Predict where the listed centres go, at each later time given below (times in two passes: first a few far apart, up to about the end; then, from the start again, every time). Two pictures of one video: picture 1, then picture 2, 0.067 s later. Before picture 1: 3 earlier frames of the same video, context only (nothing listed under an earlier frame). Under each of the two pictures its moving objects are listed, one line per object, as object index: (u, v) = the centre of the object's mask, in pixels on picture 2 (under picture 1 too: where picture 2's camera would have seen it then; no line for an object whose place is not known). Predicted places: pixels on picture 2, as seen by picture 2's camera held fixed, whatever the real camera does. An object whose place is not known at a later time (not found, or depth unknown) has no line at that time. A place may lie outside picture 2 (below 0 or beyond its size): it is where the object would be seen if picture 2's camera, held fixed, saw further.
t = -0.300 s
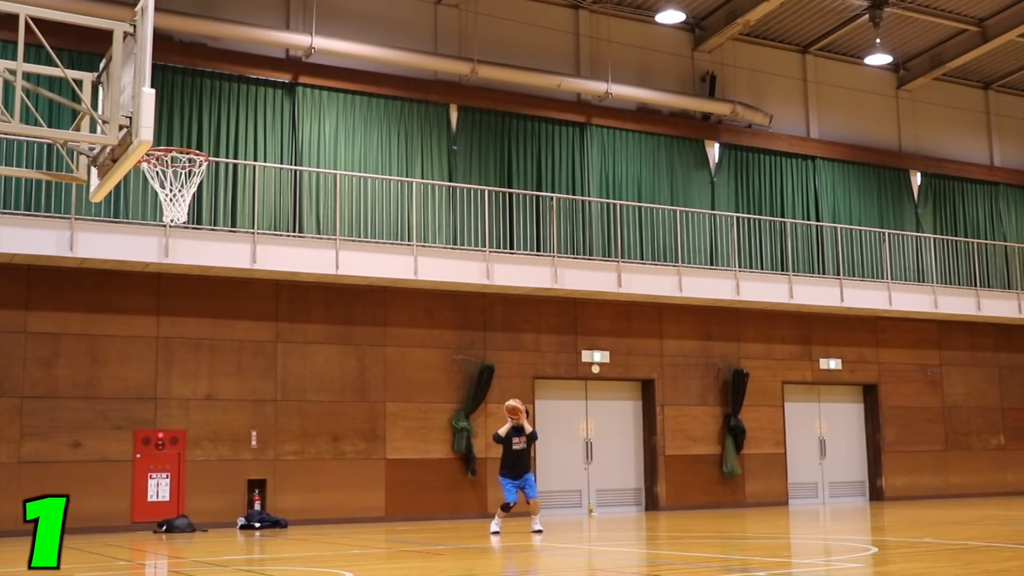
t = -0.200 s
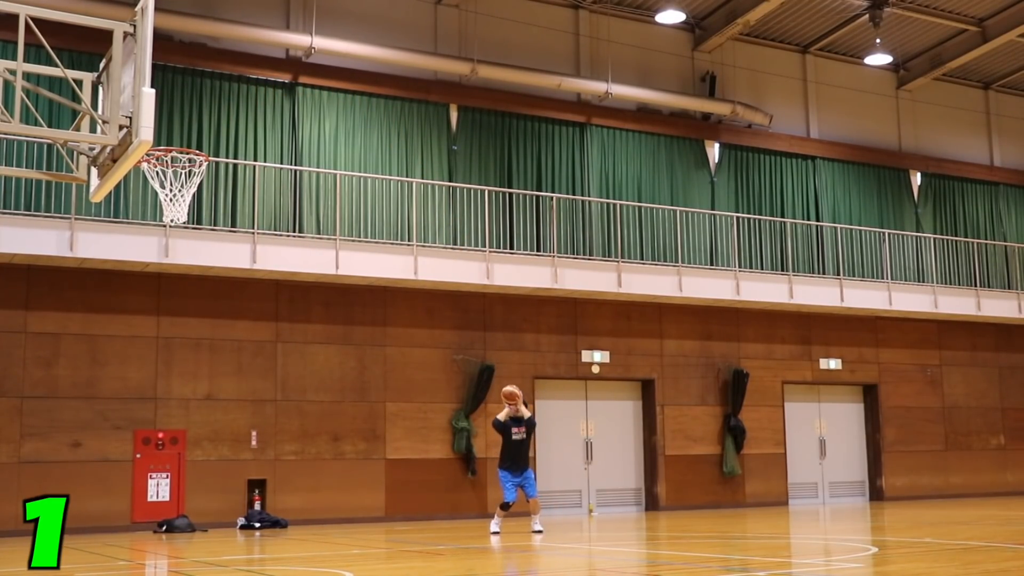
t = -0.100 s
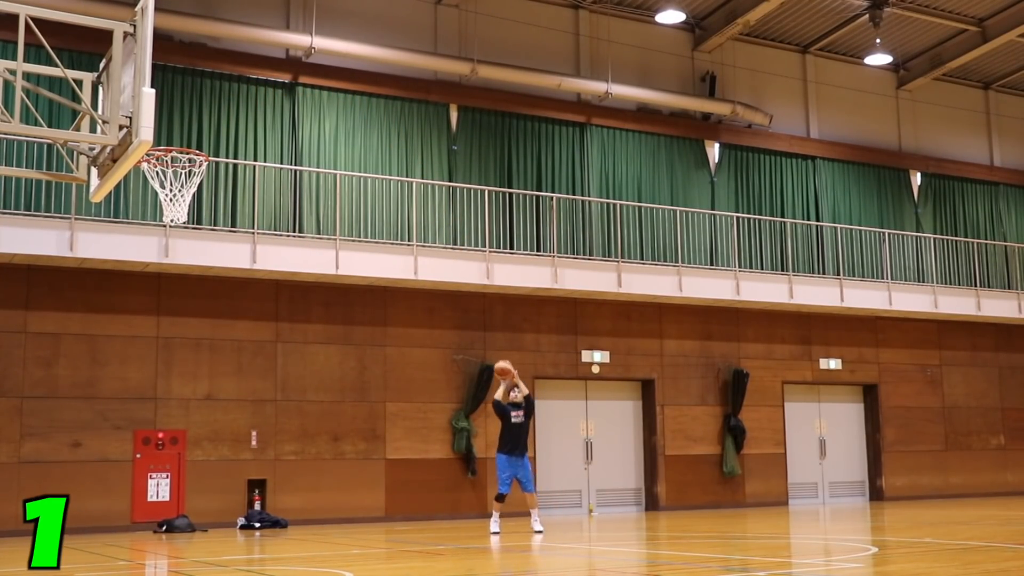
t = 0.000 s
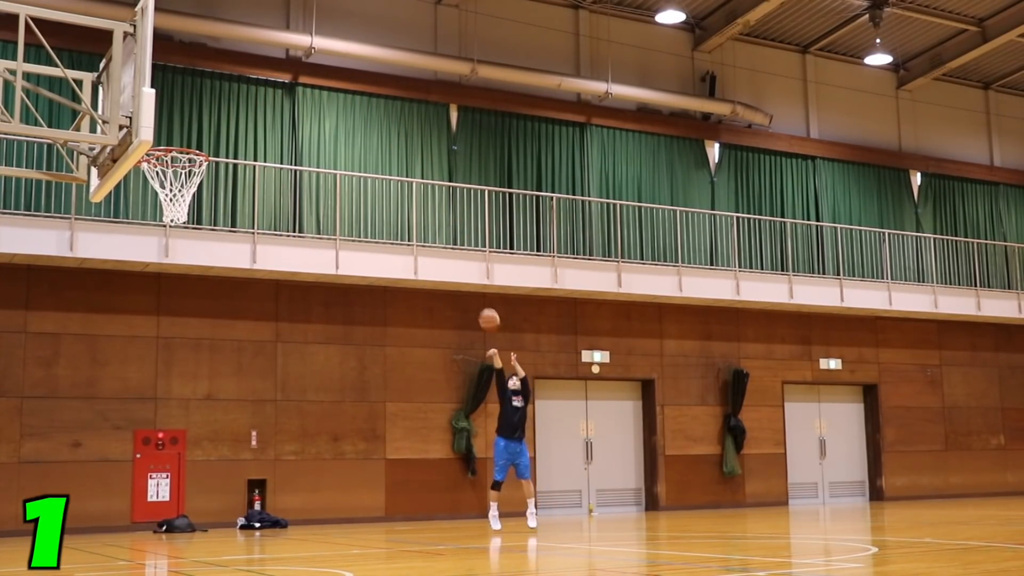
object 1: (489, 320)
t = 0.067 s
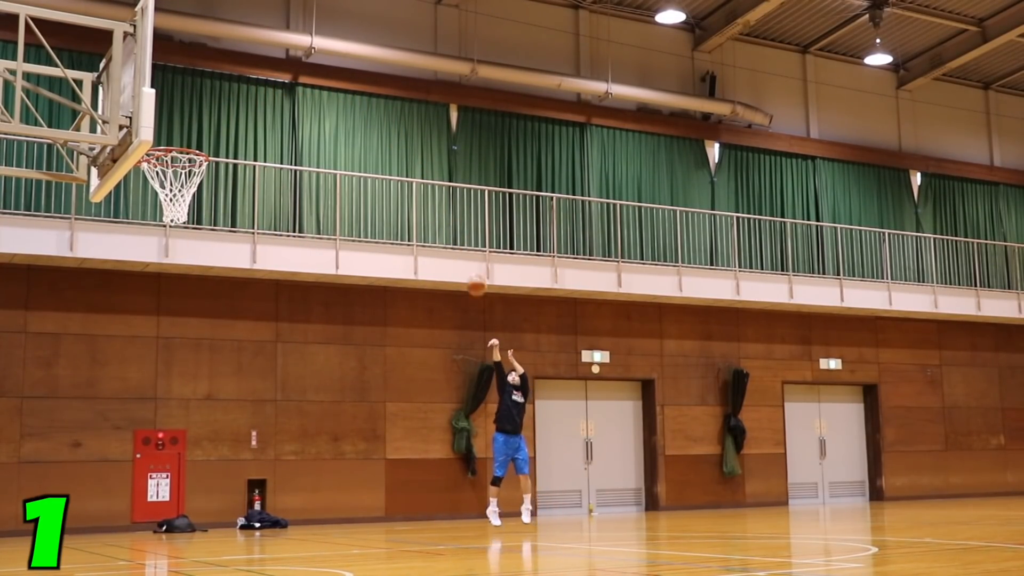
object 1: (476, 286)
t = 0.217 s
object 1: (447, 214)
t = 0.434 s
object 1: (397, 136)
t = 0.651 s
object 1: (339, 91)
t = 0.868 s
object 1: (268, 89)
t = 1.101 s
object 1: (173, 145)
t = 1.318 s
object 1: (199, 276)
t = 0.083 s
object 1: (473, 277)
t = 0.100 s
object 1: (469, 268)
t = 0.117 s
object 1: (466, 260)
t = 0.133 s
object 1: (463, 251)
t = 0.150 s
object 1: (460, 244)
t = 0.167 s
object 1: (457, 236)
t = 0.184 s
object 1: (453, 229)
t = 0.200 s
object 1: (450, 221)
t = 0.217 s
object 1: (447, 214)
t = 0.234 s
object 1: (443, 207)
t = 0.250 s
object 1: (439, 200)
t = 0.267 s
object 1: (435, 194)
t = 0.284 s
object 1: (432, 187)
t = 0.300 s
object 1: (428, 181)
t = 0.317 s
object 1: (424, 174)
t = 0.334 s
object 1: (421, 168)
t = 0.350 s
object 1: (417, 163)
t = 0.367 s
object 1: (413, 157)
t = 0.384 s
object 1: (409, 151)
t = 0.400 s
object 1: (405, 146)
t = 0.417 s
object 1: (401, 141)
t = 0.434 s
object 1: (397, 136)
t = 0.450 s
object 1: (393, 132)
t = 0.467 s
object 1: (389, 127)
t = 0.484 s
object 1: (385, 123)
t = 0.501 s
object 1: (380, 118)
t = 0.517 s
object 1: (376, 114)
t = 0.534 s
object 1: (372, 111)
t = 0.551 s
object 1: (367, 107)
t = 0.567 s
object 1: (362, 104)
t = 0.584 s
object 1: (358, 101)
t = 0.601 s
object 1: (353, 98)
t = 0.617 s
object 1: (348, 95)
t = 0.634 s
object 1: (344, 93)
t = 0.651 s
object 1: (339, 91)
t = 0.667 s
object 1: (334, 89)
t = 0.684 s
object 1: (329, 88)
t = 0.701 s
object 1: (324, 87)
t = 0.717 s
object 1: (319, 85)
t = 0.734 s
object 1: (313, 85)
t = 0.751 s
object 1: (308, 84)
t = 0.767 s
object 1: (302, 84)
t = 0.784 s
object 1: (297, 84)
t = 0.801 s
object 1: (292, 85)
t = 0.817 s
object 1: (286, 85)
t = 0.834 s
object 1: (280, 86)
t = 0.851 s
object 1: (274, 87)
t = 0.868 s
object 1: (268, 89)
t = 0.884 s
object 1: (262, 90)
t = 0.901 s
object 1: (256, 92)
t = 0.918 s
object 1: (250, 95)
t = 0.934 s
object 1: (243, 98)
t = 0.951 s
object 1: (237, 101)
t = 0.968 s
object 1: (230, 105)
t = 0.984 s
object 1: (223, 109)
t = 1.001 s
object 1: (216, 113)
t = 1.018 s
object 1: (209, 118)
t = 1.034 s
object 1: (202, 124)
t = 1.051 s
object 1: (195, 129)
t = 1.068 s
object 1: (187, 135)
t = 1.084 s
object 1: (180, 138)
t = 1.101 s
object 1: (173, 145)
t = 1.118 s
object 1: (164, 156)
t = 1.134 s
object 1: (156, 166)
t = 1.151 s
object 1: (156, 172)
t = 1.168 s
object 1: (160, 182)
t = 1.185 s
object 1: (165, 197)
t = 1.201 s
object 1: (169, 202)
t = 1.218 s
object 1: (174, 215)
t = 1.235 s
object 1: (177, 220)
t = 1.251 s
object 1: (181, 229)
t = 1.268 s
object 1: (186, 240)
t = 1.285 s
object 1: (190, 252)
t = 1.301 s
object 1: (194, 266)
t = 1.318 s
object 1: (199, 276)
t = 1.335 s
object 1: (203, 288)
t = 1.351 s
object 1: (207, 300)
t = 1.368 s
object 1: (210, 310)
